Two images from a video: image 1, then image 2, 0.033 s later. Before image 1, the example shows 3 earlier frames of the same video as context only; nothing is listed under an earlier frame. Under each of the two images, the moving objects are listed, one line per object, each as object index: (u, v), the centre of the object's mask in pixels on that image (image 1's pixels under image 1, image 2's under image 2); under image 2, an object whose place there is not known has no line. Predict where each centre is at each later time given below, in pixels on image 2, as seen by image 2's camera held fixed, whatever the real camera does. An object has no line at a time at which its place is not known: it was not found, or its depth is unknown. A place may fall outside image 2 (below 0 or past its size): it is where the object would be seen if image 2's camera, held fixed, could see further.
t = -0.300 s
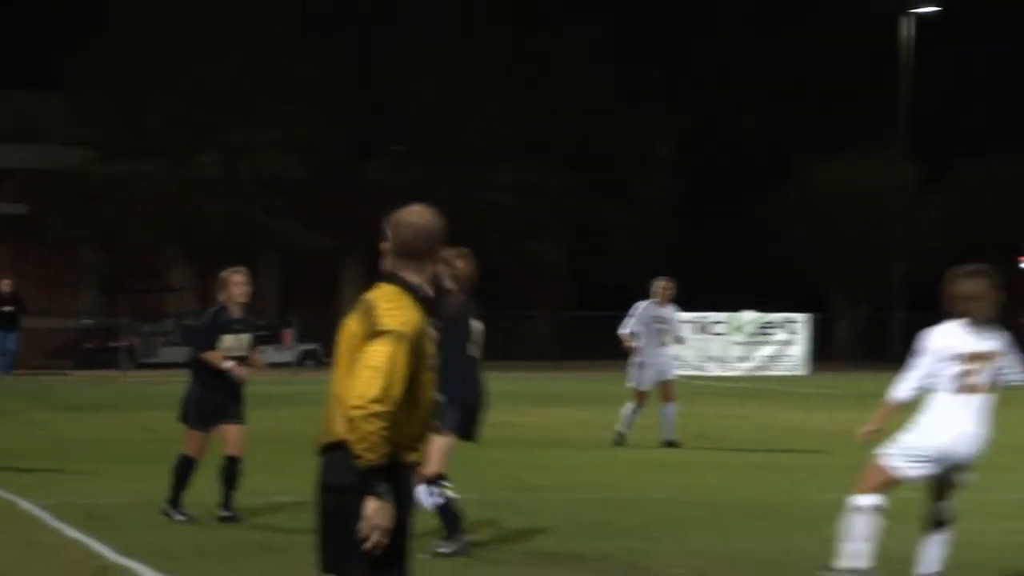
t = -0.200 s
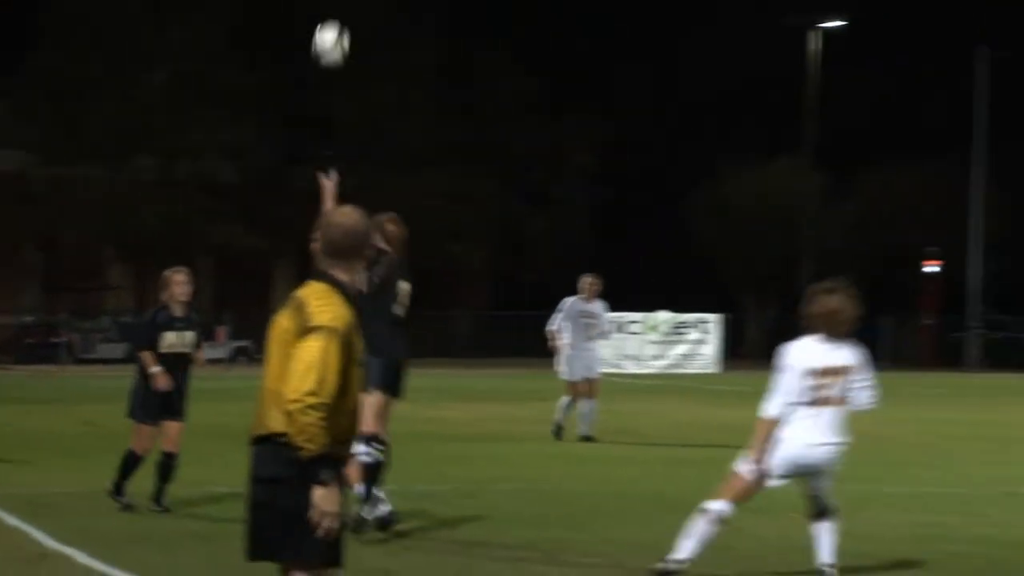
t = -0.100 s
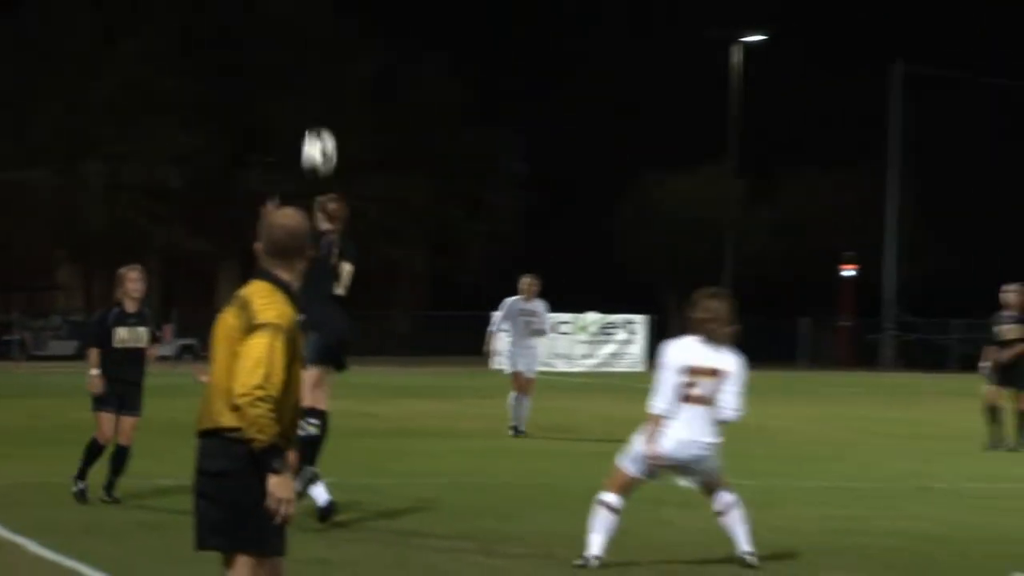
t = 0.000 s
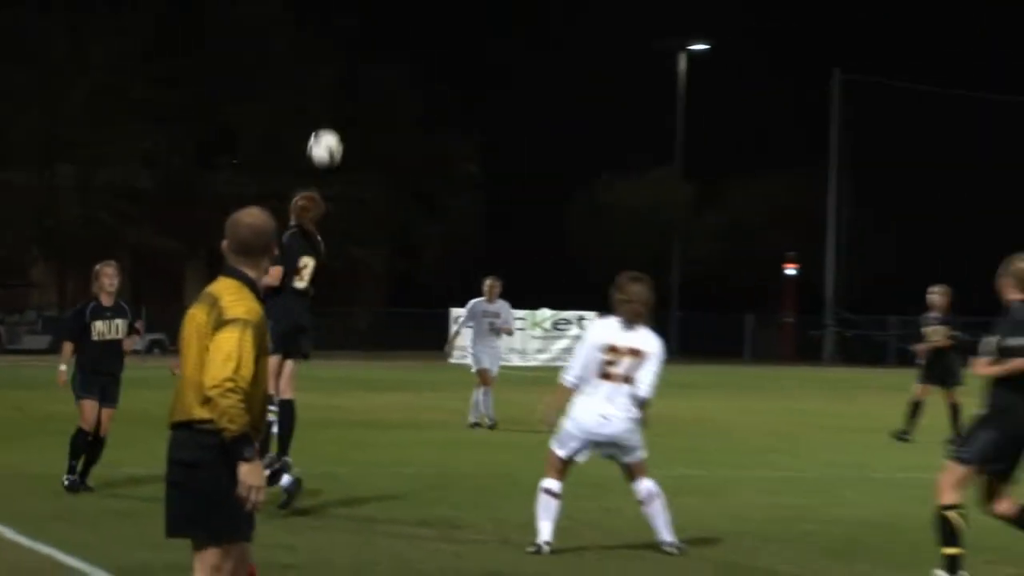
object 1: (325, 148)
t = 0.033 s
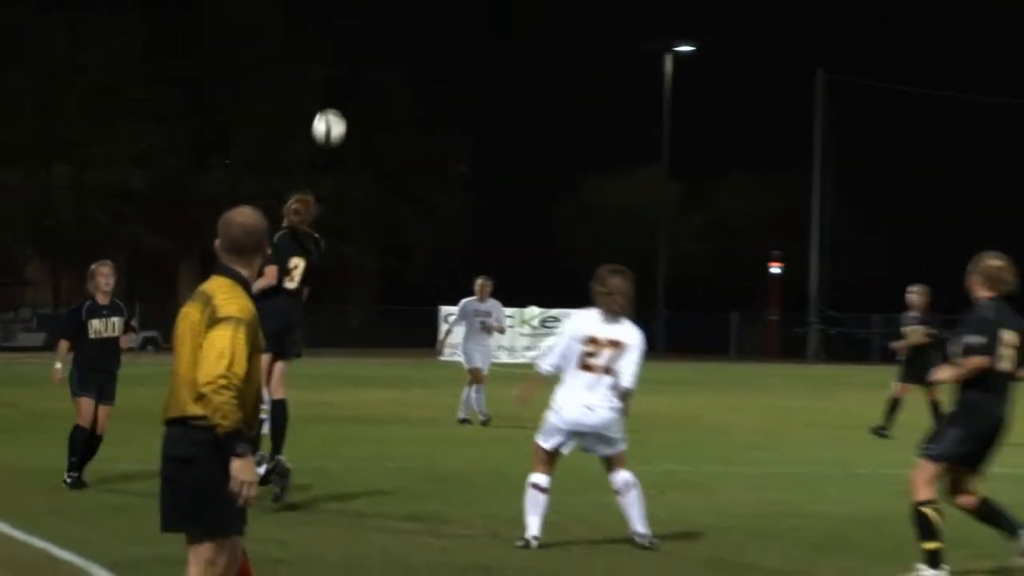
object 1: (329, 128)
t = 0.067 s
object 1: (341, 109)
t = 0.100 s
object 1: (354, 92)
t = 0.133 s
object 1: (366, 77)
